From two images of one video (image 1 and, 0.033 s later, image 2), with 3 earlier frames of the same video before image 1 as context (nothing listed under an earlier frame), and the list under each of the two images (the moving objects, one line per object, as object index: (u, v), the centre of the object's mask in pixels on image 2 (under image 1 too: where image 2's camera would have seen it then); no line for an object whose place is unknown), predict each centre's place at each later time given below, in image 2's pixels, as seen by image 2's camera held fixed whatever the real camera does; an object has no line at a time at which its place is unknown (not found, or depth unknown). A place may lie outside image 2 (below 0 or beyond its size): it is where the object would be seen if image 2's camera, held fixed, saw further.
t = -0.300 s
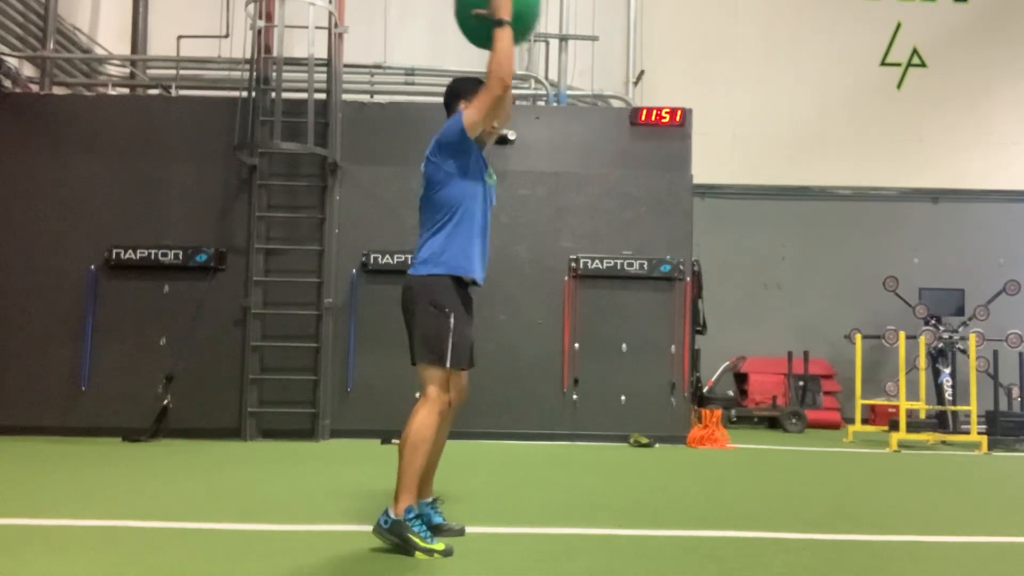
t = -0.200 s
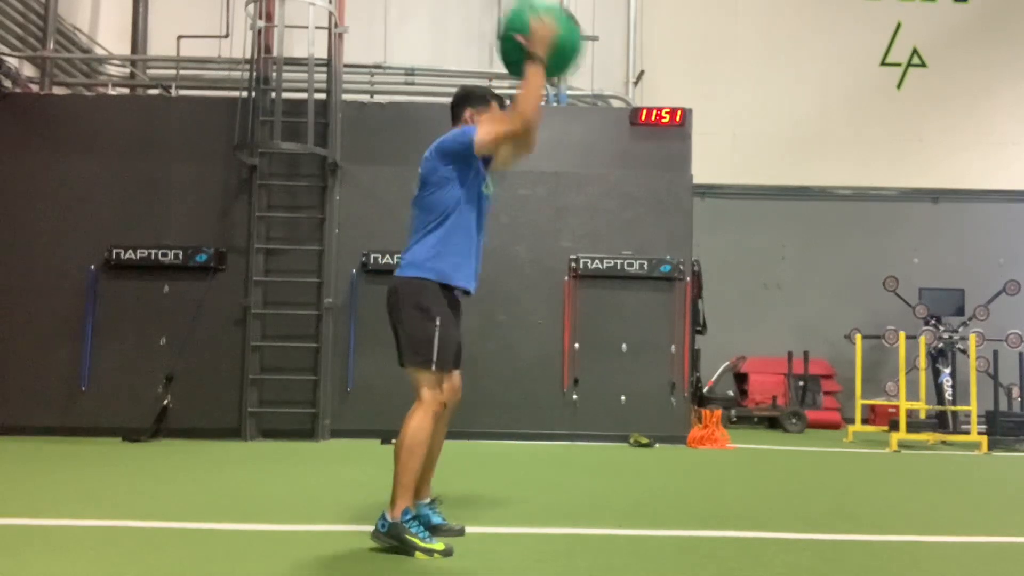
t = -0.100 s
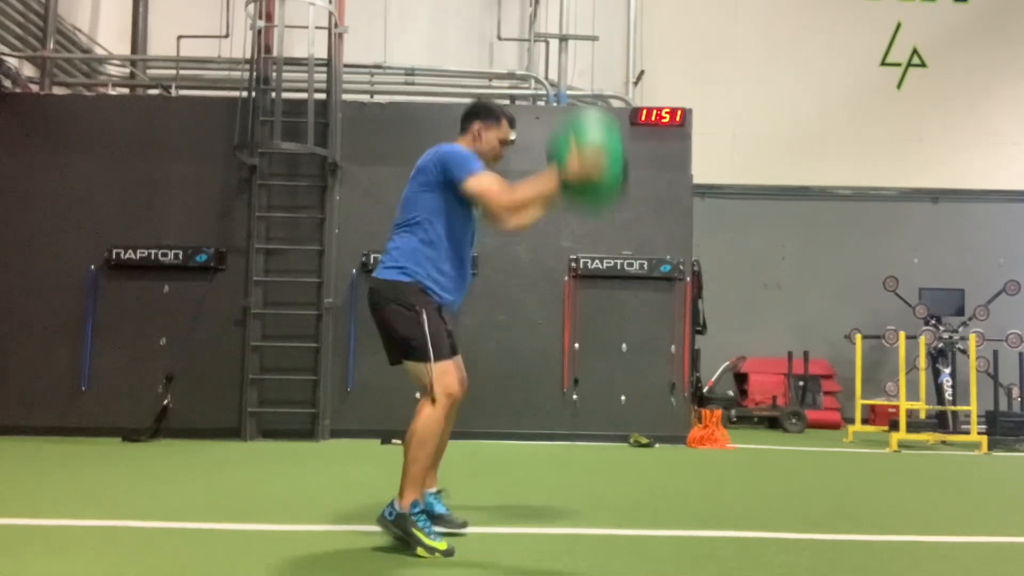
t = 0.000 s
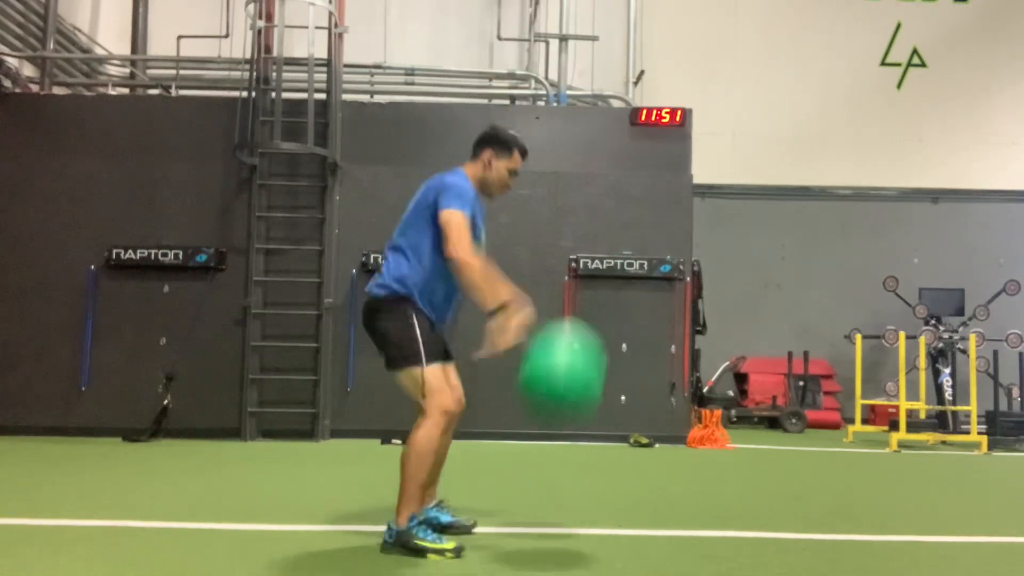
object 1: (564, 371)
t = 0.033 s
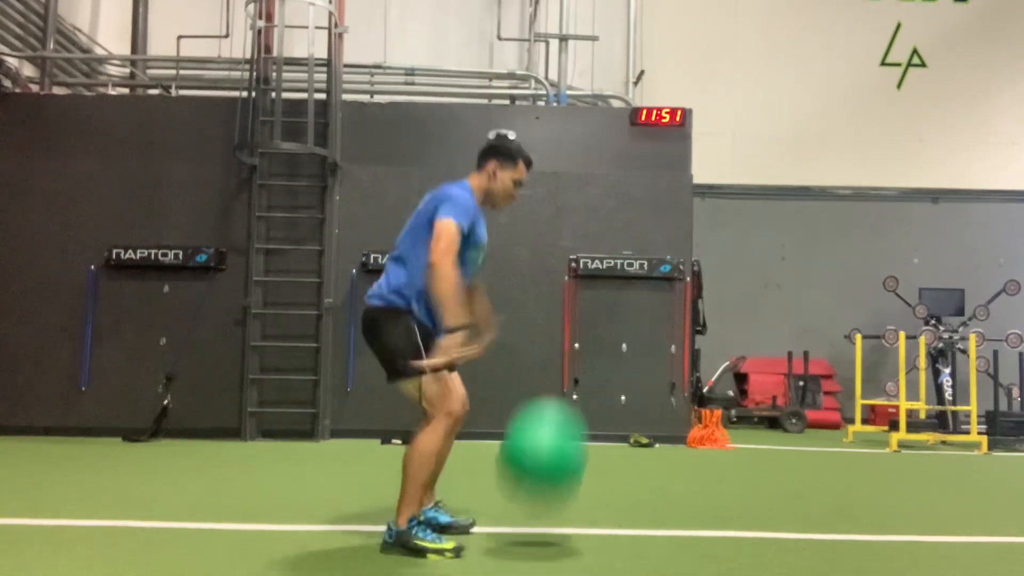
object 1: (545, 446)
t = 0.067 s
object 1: (528, 518)
